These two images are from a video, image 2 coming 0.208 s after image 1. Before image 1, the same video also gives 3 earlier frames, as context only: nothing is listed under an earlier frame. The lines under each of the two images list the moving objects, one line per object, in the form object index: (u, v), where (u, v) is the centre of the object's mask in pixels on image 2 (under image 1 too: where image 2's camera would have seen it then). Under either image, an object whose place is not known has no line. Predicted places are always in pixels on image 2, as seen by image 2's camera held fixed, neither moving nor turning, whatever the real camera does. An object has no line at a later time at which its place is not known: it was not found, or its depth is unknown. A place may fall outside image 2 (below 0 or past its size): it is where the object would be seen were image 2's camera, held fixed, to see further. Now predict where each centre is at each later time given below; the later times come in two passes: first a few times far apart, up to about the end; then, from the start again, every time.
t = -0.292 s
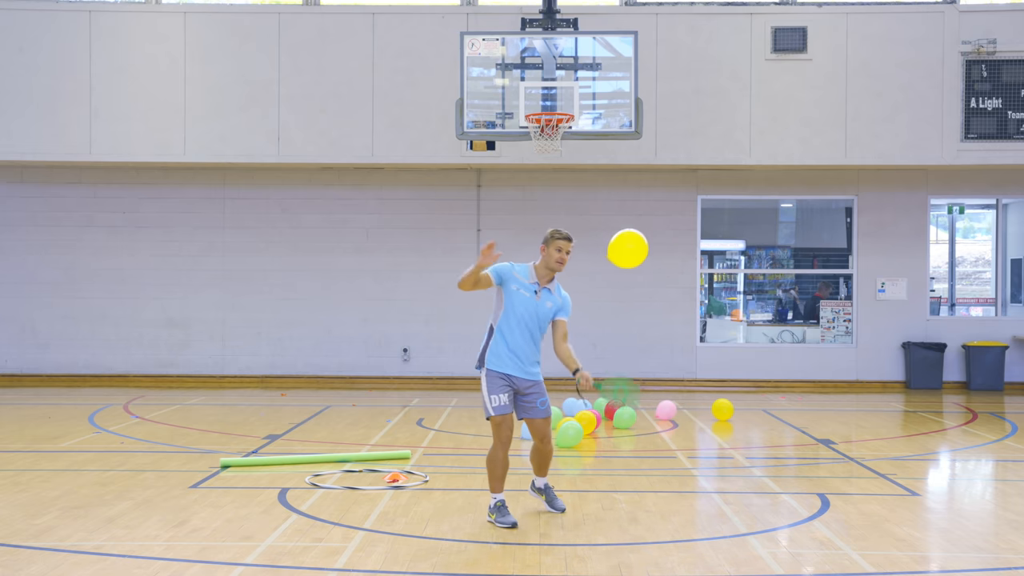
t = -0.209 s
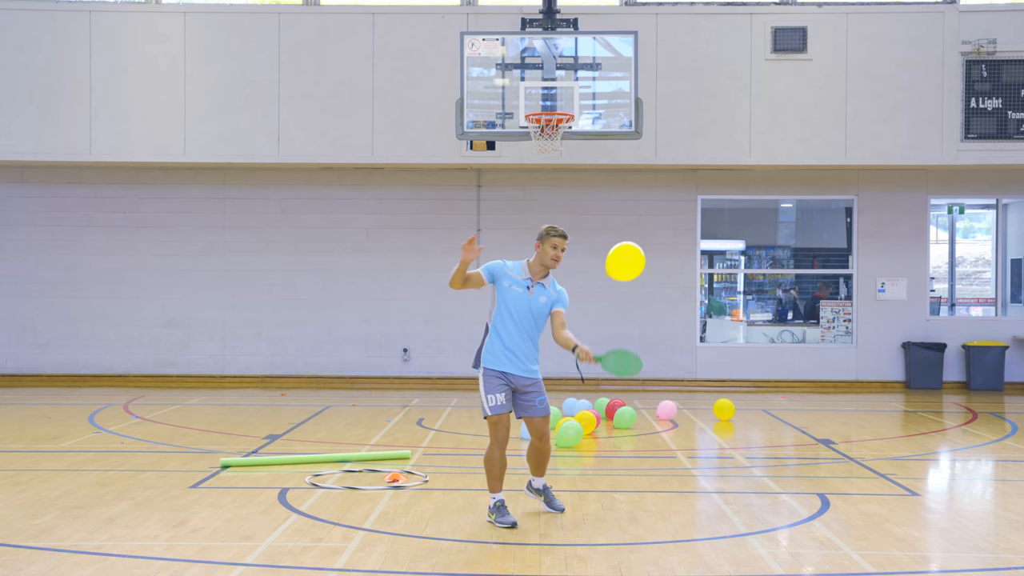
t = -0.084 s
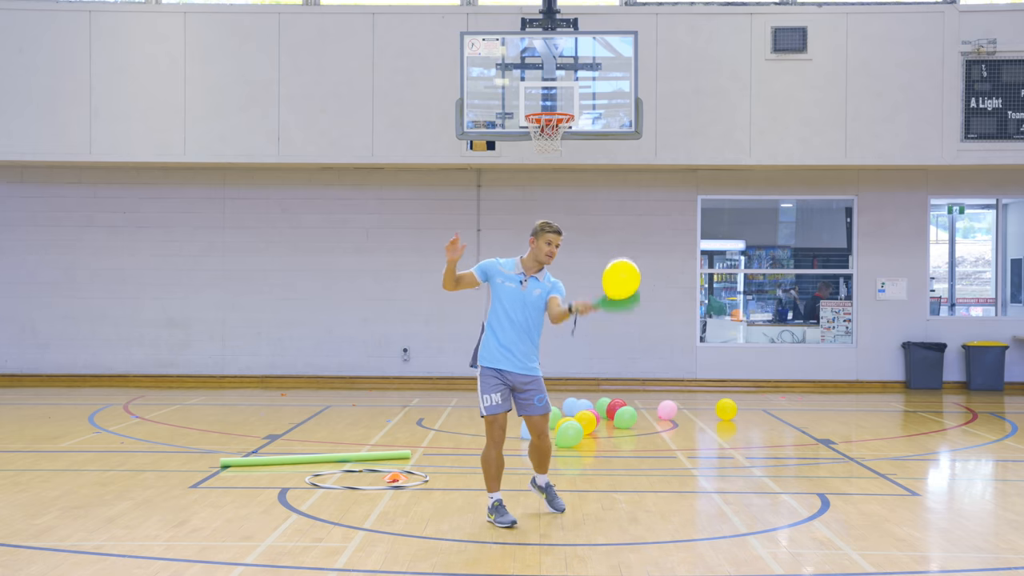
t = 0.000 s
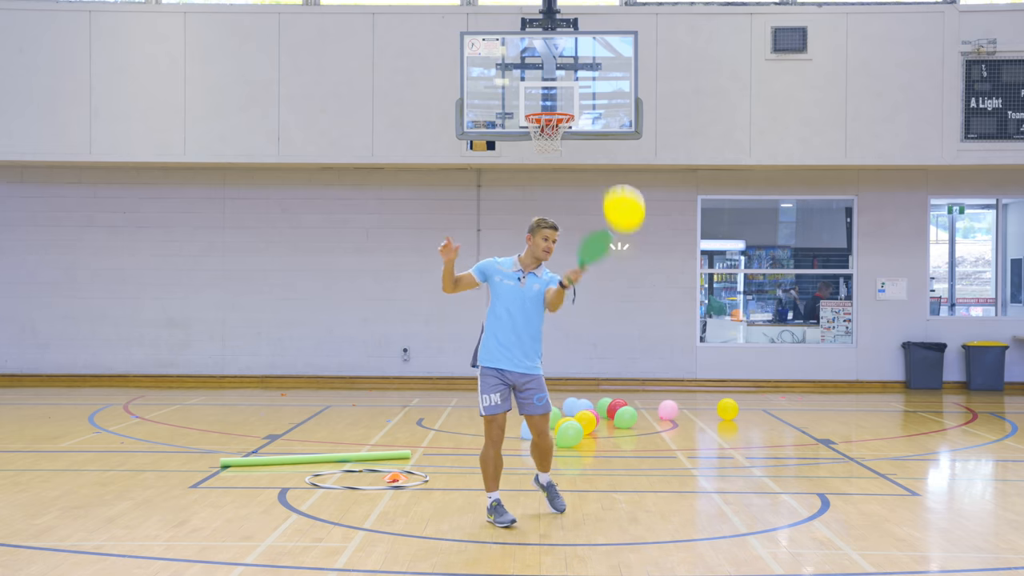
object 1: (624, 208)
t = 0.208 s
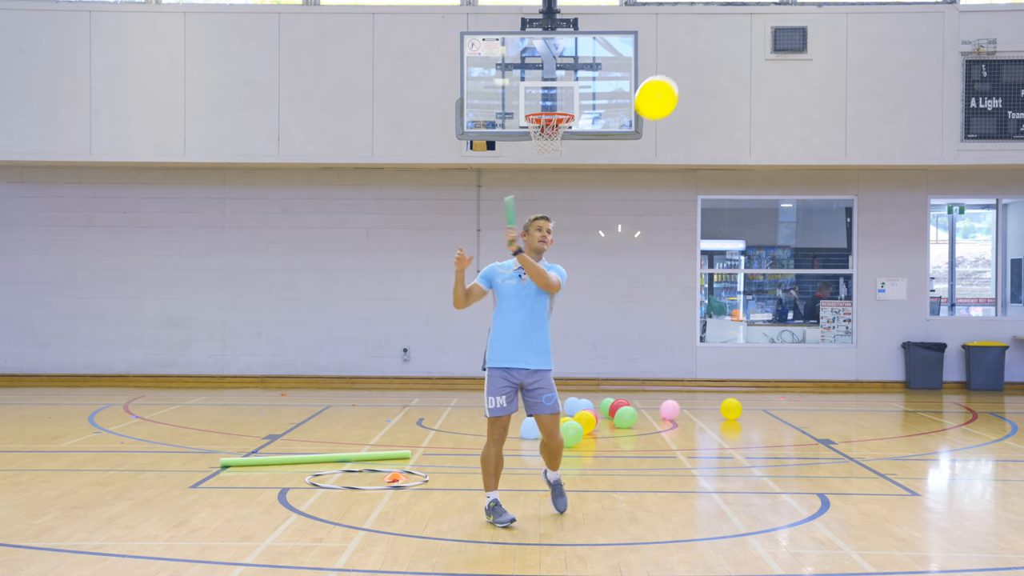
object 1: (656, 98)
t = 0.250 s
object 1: (664, 85)
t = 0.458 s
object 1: (689, 38)
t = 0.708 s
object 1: (707, 19)
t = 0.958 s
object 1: (722, 22)
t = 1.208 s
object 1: (737, 45)
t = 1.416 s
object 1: (747, 78)
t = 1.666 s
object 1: (750, 131)
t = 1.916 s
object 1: (743, 184)
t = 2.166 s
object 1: (722, 225)
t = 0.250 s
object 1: (664, 85)
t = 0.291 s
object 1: (670, 73)
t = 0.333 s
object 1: (676, 63)
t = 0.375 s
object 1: (681, 53)
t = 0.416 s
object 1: (685, 45)
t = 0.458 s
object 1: (689, 38)
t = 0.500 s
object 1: (693, 33)
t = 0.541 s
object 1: (696, 28)
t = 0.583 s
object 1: (699, 25)
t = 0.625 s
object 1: (702, 22)
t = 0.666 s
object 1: (704, 20)
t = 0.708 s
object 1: (707, 19)
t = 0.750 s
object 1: (710, 18)
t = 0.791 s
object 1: (712, 18)
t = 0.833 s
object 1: (715, 18)
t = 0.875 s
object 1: (717, 19)
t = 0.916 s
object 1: (720, 20)
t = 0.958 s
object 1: (722, 22)
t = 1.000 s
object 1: (725, 24)
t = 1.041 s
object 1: (727, 27)
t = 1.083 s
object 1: (730, 31)
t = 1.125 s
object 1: (732, 35)
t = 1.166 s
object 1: (735, 40)
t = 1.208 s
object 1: (737, 45)
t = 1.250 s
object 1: (739, 51)
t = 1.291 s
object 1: (741, 57)
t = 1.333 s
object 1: (743, 64)
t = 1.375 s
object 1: (745, 71)
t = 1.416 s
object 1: (747, 78)
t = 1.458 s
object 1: (748, 87)
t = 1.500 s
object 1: (749, 95)
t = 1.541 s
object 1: (749, 104)
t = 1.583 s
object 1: (750, 113)
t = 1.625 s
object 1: (750, 122)
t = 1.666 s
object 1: (750, 131)
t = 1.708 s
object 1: (749, 140)
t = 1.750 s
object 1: (749, 149)
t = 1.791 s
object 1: (748, 159)
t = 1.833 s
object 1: (746, 168)
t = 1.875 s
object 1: (745, 176)
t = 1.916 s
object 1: (743, 184)
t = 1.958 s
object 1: (740, 192)
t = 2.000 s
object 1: (737, 200)
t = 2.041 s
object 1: (733, 207)
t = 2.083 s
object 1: (730, 213)
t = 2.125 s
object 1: (726, 219)
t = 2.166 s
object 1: (722, 225)
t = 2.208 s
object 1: (719, 231)
